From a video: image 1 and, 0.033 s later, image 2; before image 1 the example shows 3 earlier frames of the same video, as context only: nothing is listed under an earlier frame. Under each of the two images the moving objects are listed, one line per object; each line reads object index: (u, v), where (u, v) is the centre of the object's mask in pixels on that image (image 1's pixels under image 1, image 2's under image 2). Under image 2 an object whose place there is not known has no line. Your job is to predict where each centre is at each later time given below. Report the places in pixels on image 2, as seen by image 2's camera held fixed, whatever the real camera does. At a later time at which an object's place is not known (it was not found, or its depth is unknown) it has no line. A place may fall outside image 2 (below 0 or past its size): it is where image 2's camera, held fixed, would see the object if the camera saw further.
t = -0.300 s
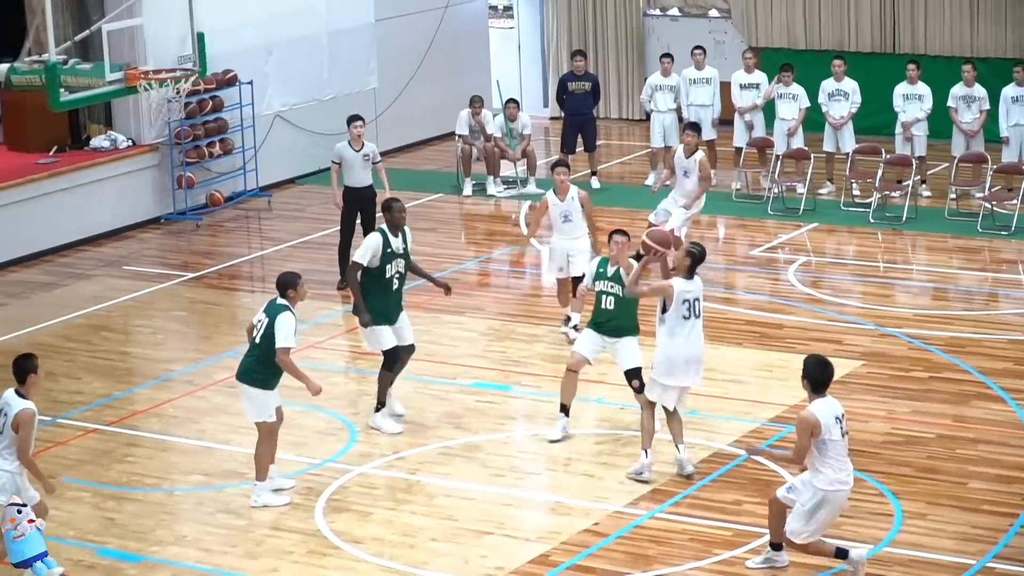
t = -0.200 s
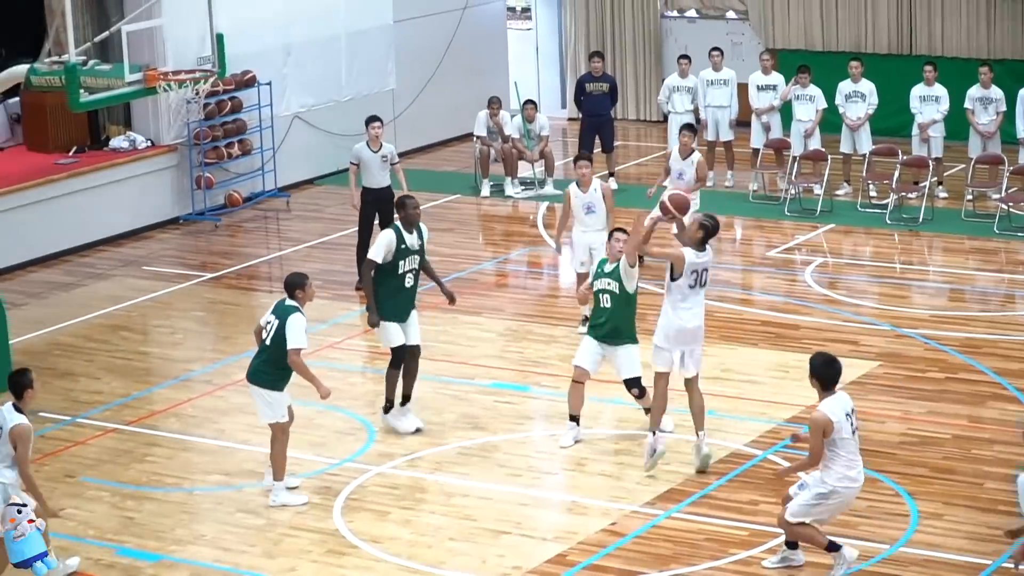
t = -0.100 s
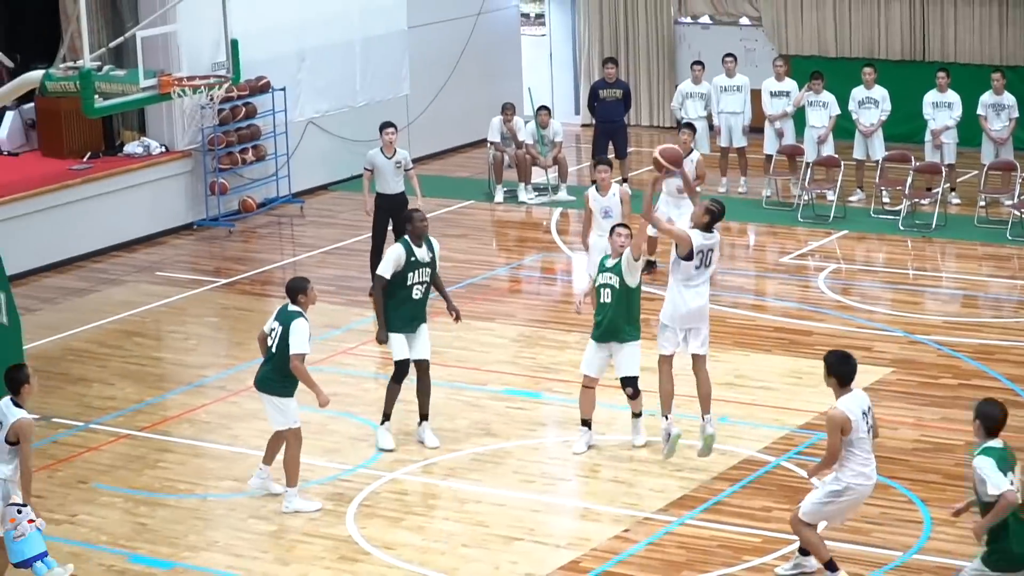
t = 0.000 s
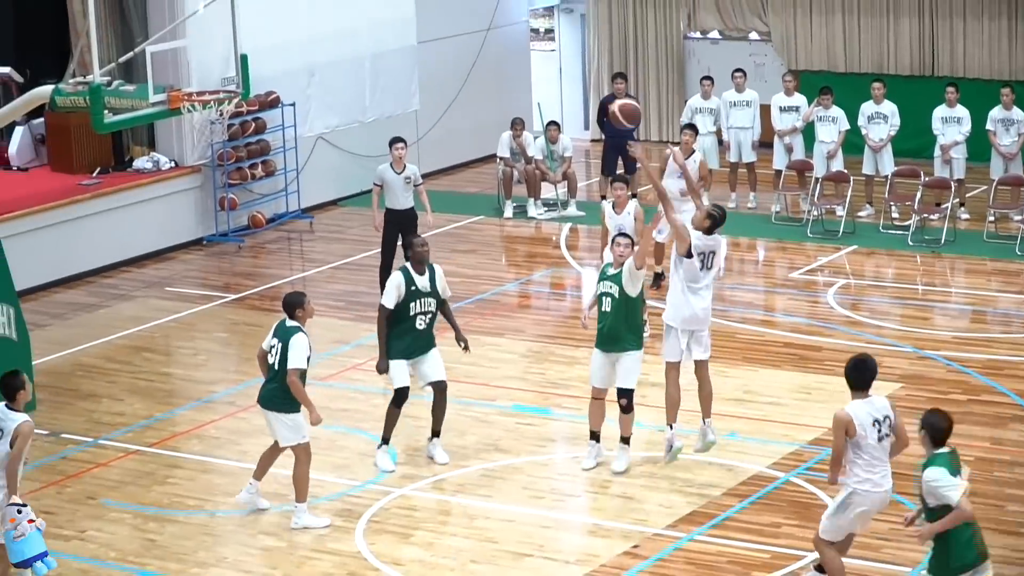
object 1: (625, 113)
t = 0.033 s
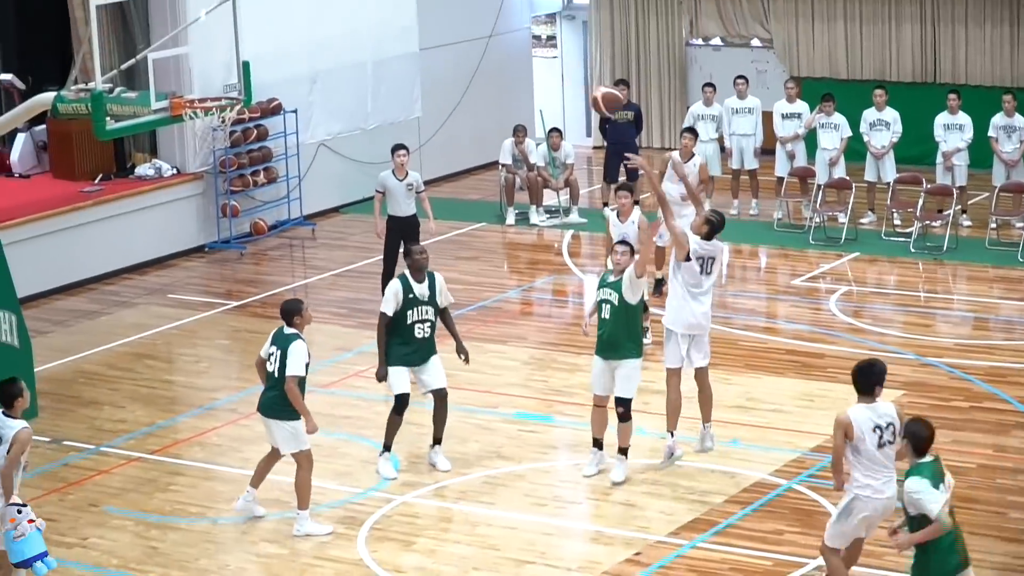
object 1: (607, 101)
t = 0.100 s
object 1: (568, 69)
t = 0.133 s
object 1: (548, 57)
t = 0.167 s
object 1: (530, 45)
